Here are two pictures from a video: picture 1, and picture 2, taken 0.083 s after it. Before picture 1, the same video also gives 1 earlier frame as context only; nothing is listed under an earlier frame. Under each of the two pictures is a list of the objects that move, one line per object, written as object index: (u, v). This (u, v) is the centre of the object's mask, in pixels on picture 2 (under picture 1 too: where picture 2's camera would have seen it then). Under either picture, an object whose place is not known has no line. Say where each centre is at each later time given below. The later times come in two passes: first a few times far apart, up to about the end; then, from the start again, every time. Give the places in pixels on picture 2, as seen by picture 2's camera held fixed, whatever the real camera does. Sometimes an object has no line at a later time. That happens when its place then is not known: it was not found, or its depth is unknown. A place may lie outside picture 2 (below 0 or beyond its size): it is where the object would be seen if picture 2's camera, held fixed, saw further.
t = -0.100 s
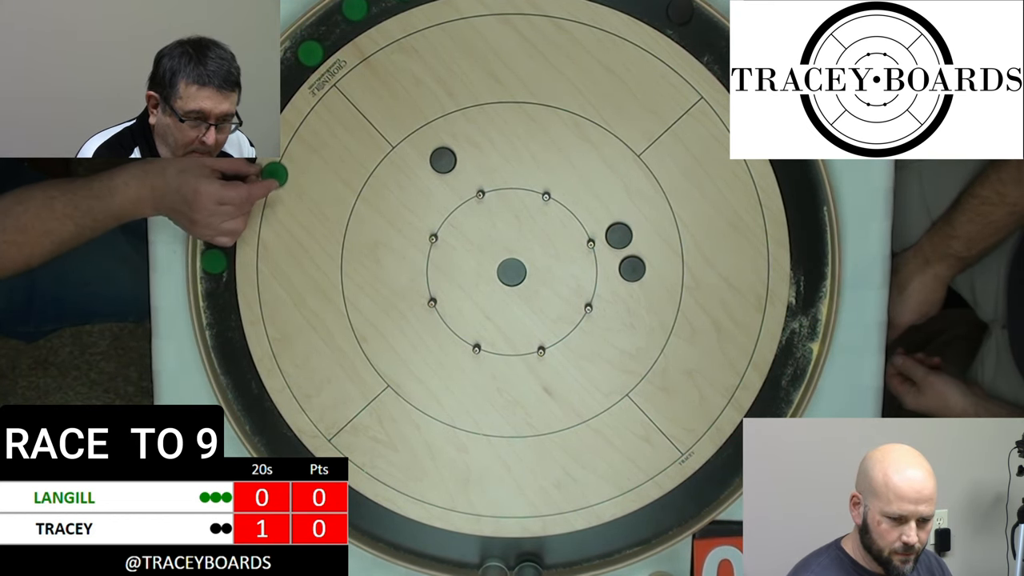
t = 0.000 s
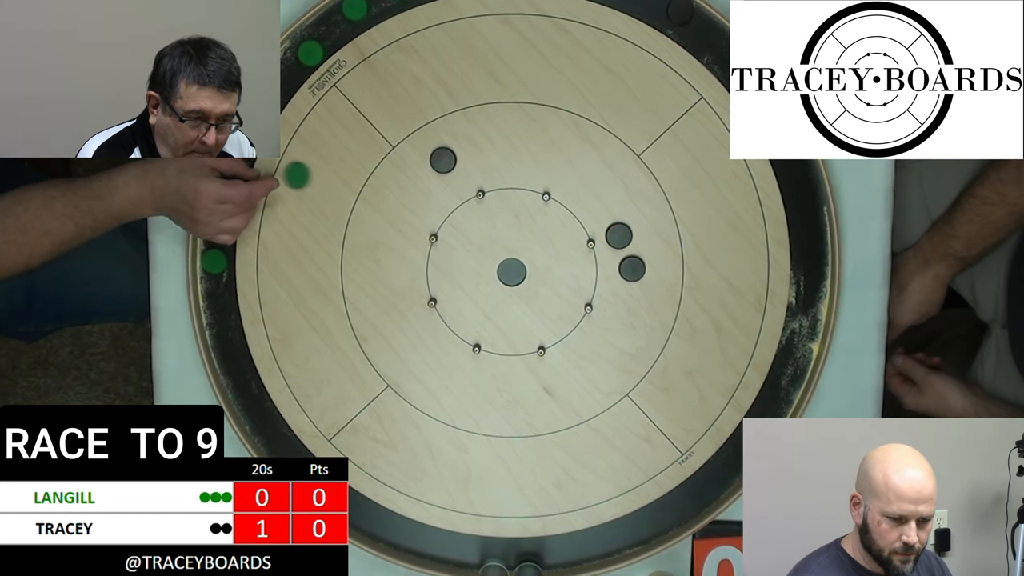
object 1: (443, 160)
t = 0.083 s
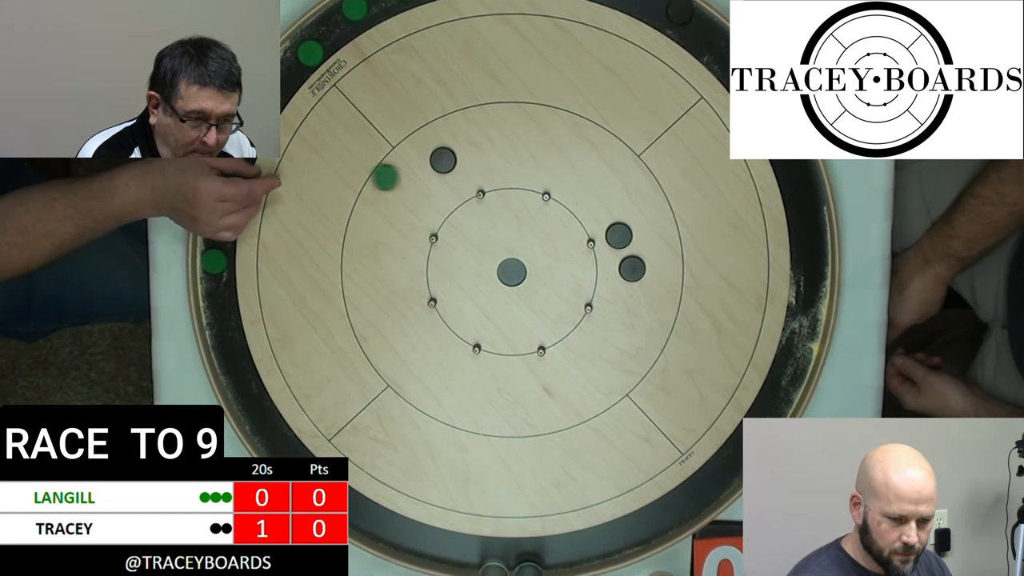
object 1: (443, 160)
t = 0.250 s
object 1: (501, 116)
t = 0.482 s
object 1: (574, 58)
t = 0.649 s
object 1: (604, 34)
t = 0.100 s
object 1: (443, 160)
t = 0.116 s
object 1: (443, 160)
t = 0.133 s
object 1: (449, 155)
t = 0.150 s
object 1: (457, 149)
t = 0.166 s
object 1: (465, 143)
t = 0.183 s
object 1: (473, 137)
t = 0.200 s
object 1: (480, 132)
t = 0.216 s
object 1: (487, 126)
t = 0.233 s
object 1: (494, 121)
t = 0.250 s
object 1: (501, 116)
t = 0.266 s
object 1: (507, 111)
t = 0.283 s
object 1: (514, 106)
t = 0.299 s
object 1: (520, 101)
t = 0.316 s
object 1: (526, 96)
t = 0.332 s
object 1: (532, 92)
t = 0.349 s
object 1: (537, 88)
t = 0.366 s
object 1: (543, 83)
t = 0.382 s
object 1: (548, 79)
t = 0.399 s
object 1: (553, 75)
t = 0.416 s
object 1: (557, 71)
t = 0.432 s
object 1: (562, 68)
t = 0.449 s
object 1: (566, 64)
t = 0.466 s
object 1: (570, 61)
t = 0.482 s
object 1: (574, 58)
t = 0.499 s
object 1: (578, 55)
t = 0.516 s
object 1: (581, 52)
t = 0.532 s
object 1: (585, 50)
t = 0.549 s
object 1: (588, 47)
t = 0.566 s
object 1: (591, 45)
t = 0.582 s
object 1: (594, 42)
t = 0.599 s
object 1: (596, 40)
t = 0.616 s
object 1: (599, 38)
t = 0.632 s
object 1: (601, 36)
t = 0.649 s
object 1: (604, 34)
